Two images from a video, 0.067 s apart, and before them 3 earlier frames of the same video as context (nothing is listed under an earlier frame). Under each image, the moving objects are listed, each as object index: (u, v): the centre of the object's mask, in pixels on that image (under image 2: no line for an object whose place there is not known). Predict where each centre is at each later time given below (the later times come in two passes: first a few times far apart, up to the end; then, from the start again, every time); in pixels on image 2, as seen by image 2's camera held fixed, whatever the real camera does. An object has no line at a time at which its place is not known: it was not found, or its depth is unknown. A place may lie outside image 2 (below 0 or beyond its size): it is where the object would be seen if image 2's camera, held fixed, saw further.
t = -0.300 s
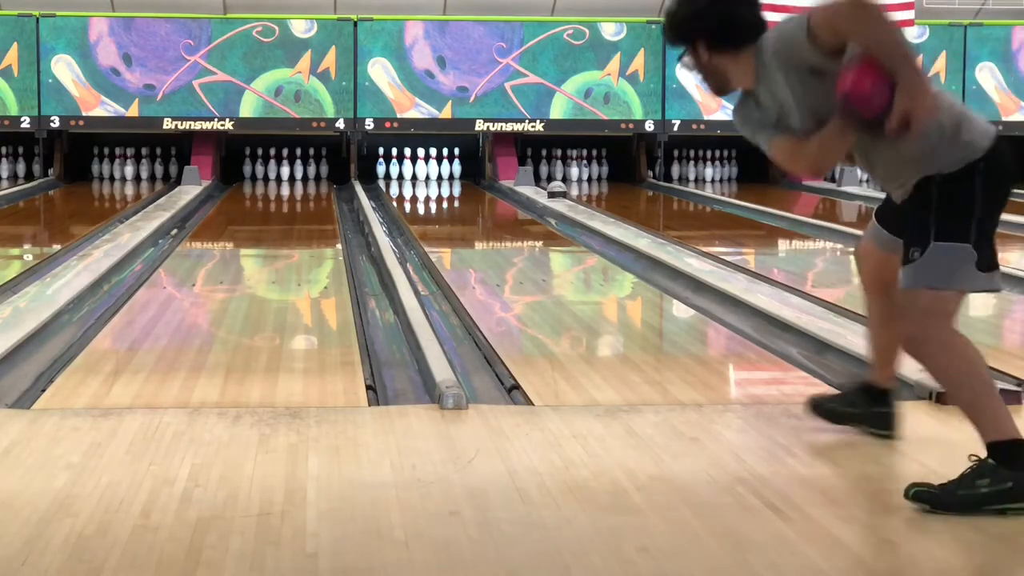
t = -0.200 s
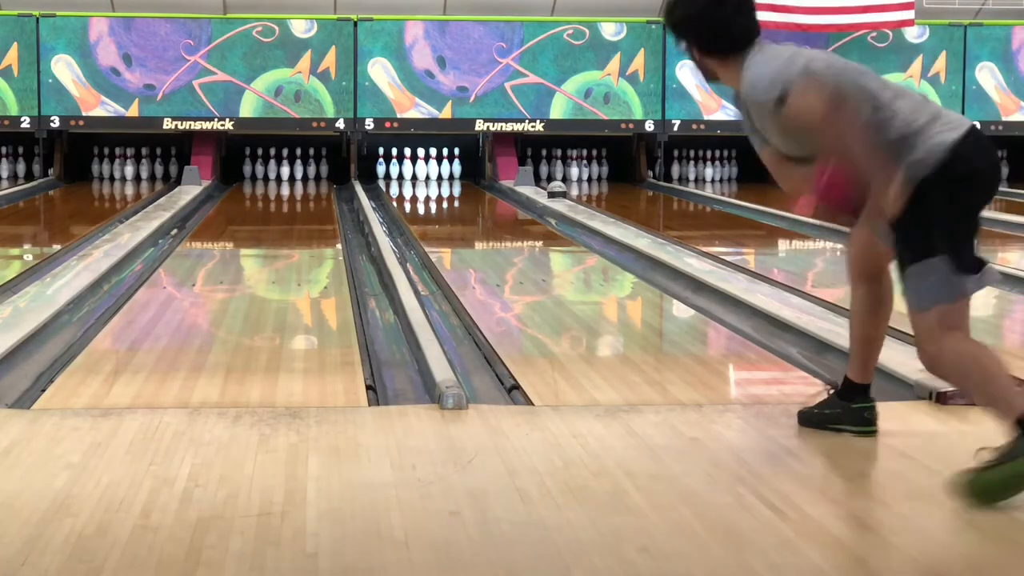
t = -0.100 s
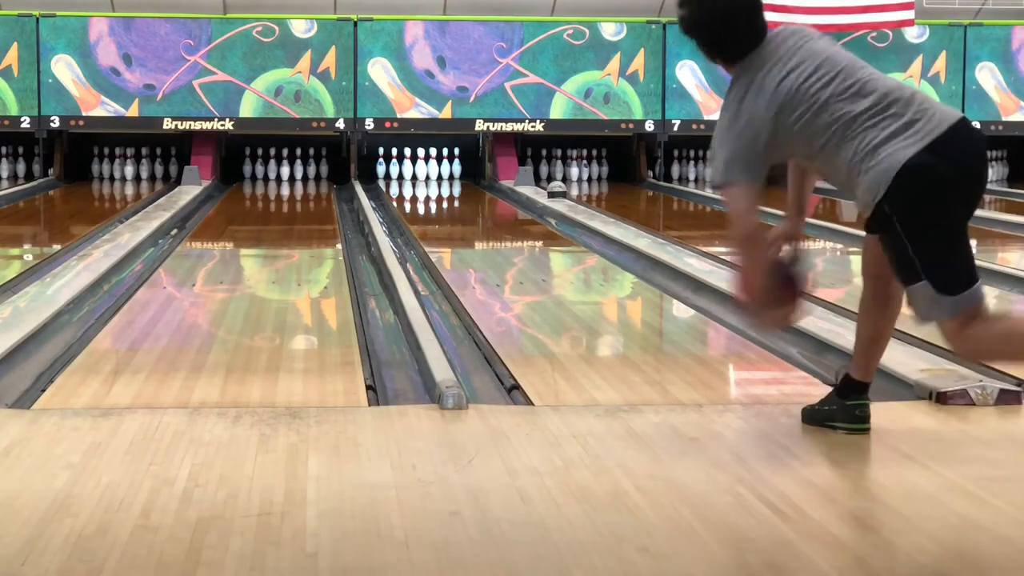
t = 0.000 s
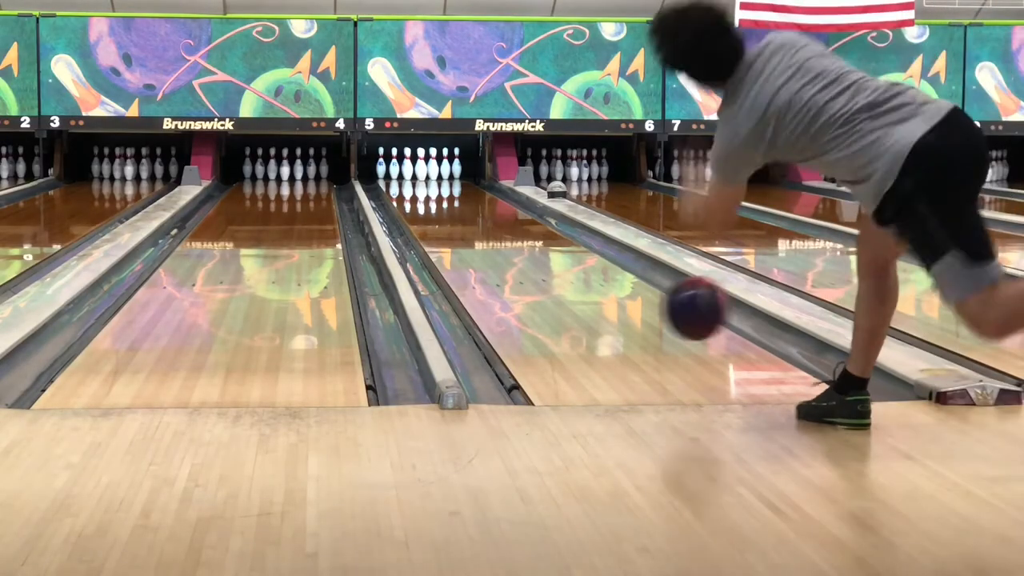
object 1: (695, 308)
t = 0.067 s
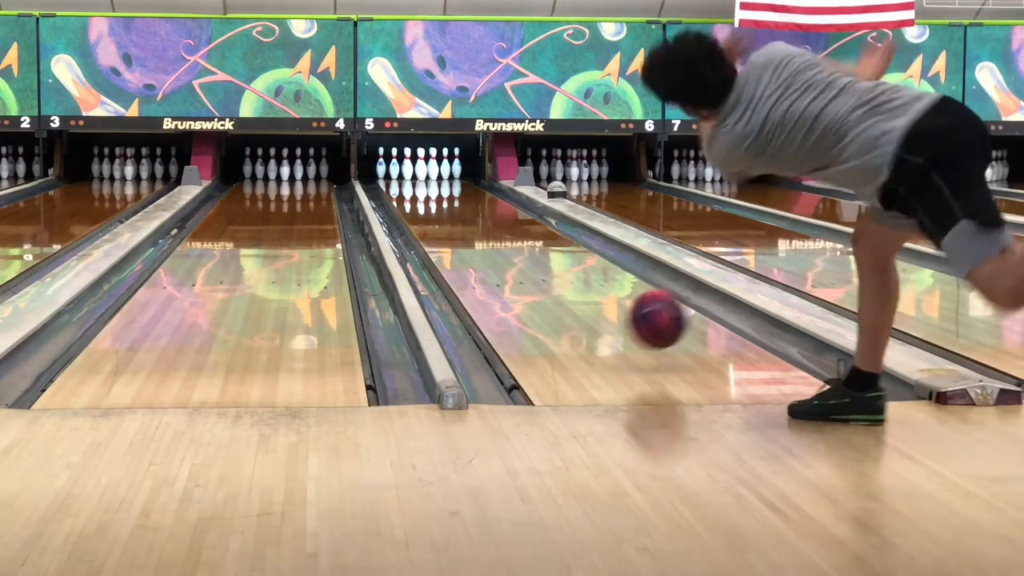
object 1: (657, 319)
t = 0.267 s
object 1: (573, 295)
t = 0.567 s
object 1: (497, 252)
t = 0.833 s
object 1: (455, 227)
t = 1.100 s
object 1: (428, 209)
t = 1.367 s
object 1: (412, 194)
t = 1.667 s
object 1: (406, 183)
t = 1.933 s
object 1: (408, 176)
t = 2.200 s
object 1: (406, 170)
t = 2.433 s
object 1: (402, 172)
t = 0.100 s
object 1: (641, 327)
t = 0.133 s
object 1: (625, 322)
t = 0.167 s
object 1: (611, 312)
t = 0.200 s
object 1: (598, 304)
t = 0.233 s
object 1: (585, 300)
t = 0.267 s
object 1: (573, 295)
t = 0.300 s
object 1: (562, 288)
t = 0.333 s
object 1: (552, 284)
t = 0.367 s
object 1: (543, 279)
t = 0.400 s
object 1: (534, 274)
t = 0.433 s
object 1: (526, 269)
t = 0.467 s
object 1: (518, 265)
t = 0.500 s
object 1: (511, 261)
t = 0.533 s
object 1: (504, 257)
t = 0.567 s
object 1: (497, 252)
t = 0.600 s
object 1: (491, 248)
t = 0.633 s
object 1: (484, 245)
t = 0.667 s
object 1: (479, 242)
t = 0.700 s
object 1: (473, 238)
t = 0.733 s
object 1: (468, 235)
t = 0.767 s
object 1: (463, 232)
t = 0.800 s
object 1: (459, 229)
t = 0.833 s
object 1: (455, 227)
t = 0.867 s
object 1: (451, 225)
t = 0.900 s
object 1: (447, 221)
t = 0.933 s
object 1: (444, 219)
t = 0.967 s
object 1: (439, 217)
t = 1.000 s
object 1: (437, 214)
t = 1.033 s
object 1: (434, 211)
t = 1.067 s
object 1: (431, 210)
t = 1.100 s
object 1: (428, 209)
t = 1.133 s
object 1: (425, 206)
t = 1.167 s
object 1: (423, 204)
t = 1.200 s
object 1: (421, 203)
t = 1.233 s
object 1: (418, 201)
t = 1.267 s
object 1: (416, 199)
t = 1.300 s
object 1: (415, 198)
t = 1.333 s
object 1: (414, 196)
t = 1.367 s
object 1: (412, 194)
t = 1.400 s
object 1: (411, 192)
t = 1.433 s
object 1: (410, 192)
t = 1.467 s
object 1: (410, 191)
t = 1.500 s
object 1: (408, 188)
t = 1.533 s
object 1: (408, 188)
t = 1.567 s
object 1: (407, 186)
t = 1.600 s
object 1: (406, 186)
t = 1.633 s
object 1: (406, 184)
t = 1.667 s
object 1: (406, 183)
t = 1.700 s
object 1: (405, 182)
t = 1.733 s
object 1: (405, 181)
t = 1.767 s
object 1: (405, 180)
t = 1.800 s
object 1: (406, 179)
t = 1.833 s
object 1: (406, 178)
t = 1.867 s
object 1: (406, 178)
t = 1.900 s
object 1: (407, 177)
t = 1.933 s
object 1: (408, 176)
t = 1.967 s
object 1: (408, 176)
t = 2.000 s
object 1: (409, 174)
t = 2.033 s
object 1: (409, 174)
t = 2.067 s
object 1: (410, 172)
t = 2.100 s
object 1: (409, 172)
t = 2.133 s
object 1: (408, 171)
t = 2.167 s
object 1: (407, 171)
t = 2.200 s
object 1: (406, 170)
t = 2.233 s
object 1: (406, 171)
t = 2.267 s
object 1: (407, 170)
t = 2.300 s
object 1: (404, 170)
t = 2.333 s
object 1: (405, 170)
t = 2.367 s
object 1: (405, 170)
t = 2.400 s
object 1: (402, 174)
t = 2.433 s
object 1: (402, 172)
